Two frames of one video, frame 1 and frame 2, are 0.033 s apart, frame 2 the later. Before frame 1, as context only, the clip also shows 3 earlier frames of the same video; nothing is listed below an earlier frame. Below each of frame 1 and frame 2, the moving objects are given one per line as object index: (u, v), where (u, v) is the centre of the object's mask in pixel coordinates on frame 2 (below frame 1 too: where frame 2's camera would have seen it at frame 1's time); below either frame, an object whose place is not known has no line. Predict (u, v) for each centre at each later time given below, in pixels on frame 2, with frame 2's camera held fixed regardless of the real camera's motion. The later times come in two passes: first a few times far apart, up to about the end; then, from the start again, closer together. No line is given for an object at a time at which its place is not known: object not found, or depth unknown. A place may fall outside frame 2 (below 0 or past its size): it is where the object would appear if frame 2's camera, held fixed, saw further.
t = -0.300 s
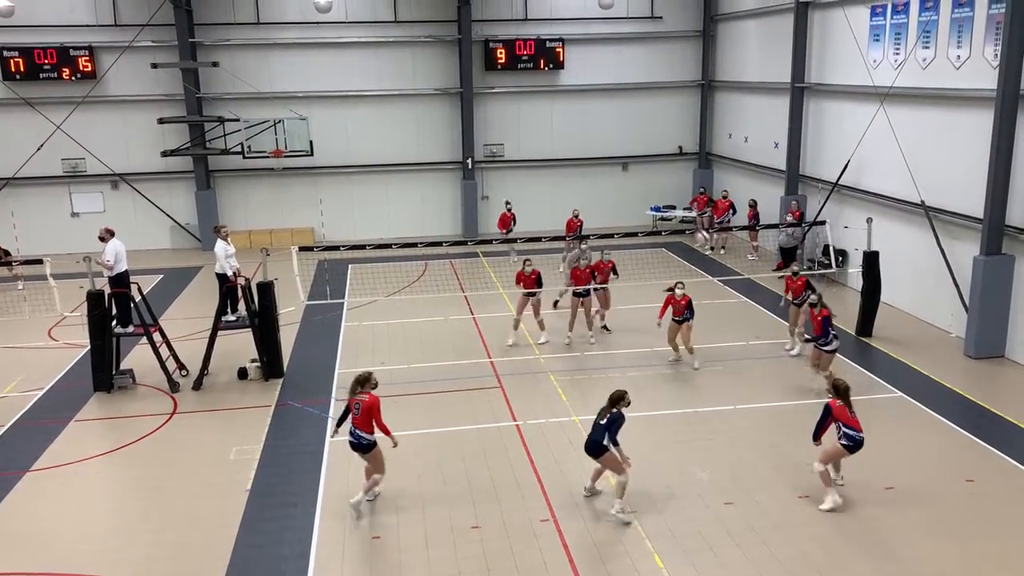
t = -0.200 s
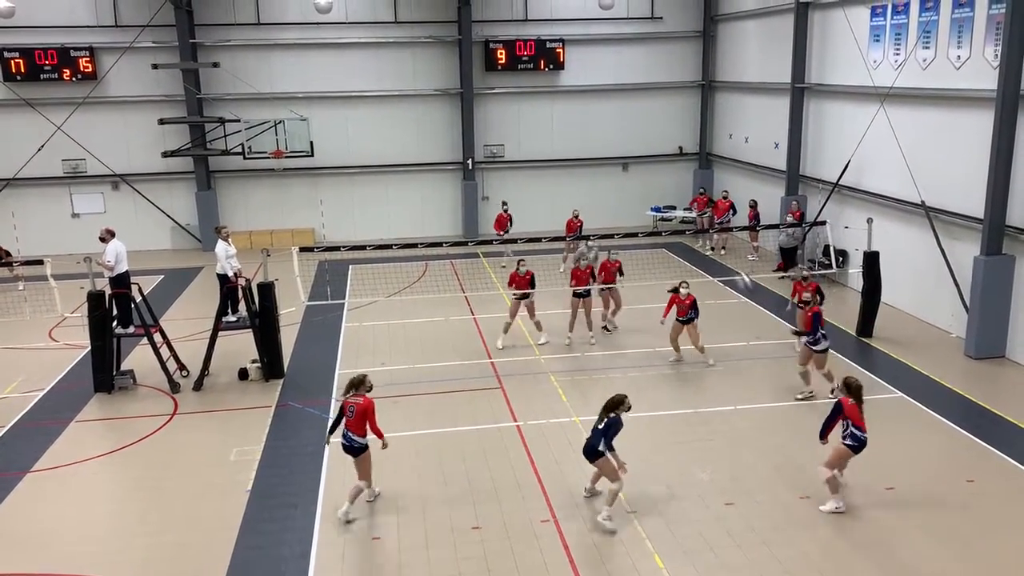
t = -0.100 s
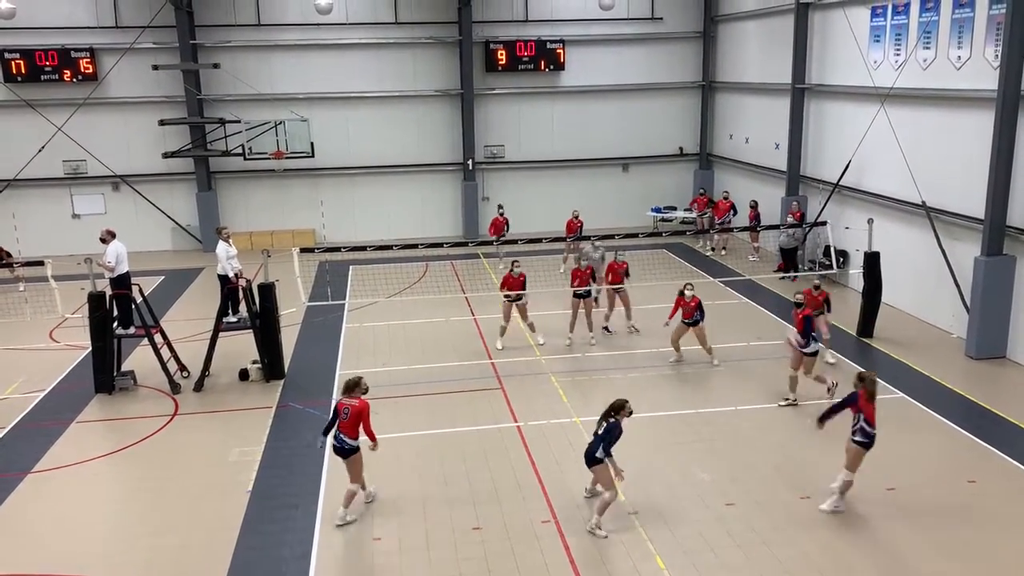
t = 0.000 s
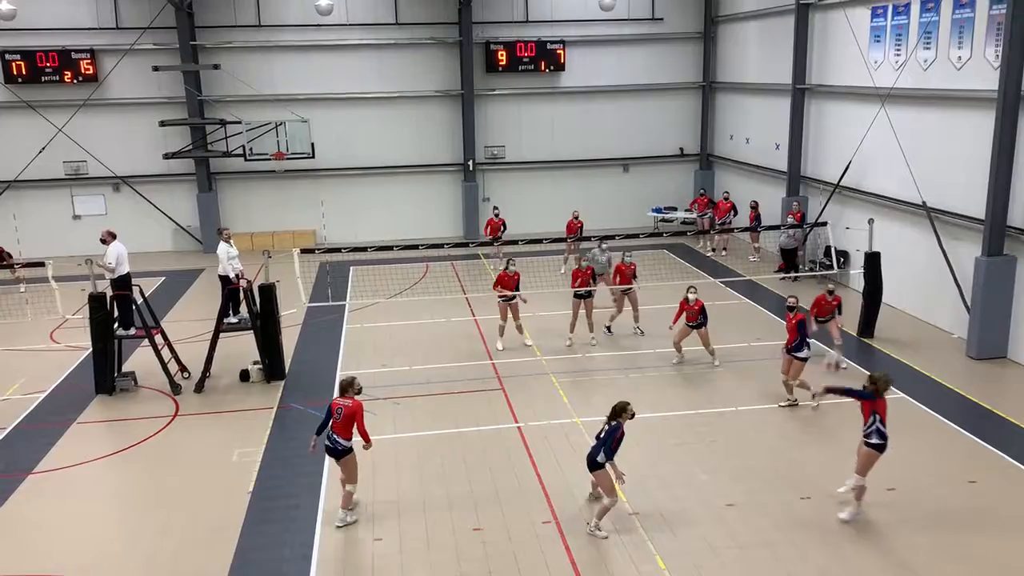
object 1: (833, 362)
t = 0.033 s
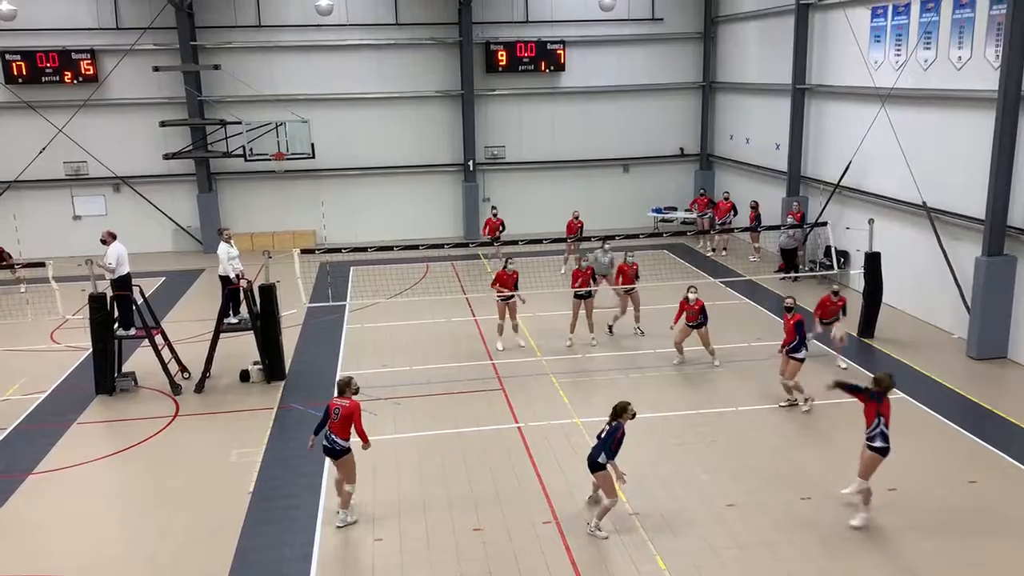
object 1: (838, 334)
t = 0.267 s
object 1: (877, 187)
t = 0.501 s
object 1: (910, 95)
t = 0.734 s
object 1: (939, 56)
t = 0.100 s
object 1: (850, 286)
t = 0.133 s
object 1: (855, 262)
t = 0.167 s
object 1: (860, 245)
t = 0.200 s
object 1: (866, 223)
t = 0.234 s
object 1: (873, 203)
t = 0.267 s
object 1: (877, 187)
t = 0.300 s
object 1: (882, 171)
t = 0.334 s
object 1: (887, 157)
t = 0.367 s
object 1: (891, 141)
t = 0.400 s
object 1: (896, 129)
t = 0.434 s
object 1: (901, 116)
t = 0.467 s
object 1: (906, 105)
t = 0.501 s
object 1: (910, 95)
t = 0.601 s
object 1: (923, 72)
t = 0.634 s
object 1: (928, 67)
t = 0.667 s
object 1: (931, 62)
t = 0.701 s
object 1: (935, 58)
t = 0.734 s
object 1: (939, 56)
